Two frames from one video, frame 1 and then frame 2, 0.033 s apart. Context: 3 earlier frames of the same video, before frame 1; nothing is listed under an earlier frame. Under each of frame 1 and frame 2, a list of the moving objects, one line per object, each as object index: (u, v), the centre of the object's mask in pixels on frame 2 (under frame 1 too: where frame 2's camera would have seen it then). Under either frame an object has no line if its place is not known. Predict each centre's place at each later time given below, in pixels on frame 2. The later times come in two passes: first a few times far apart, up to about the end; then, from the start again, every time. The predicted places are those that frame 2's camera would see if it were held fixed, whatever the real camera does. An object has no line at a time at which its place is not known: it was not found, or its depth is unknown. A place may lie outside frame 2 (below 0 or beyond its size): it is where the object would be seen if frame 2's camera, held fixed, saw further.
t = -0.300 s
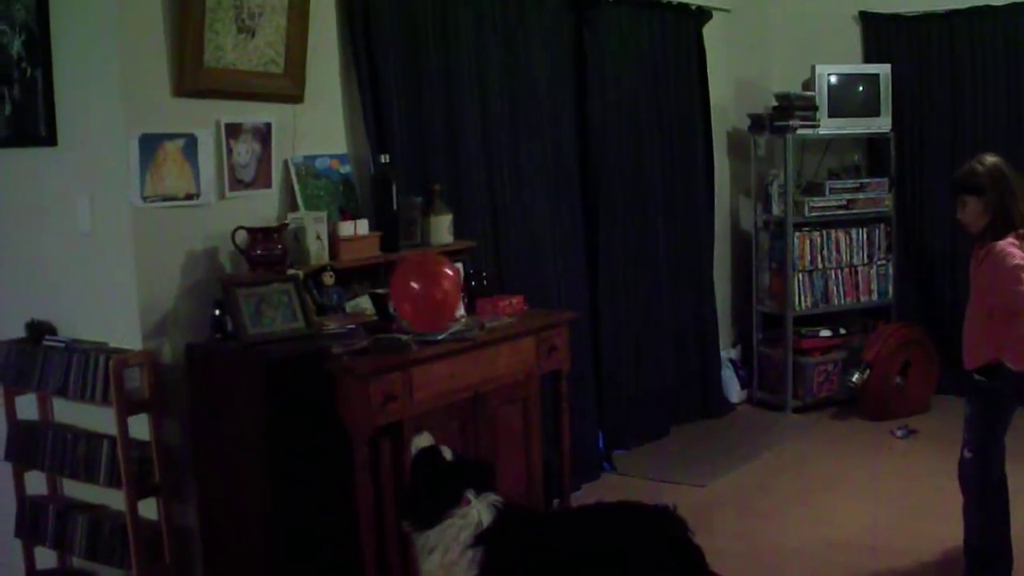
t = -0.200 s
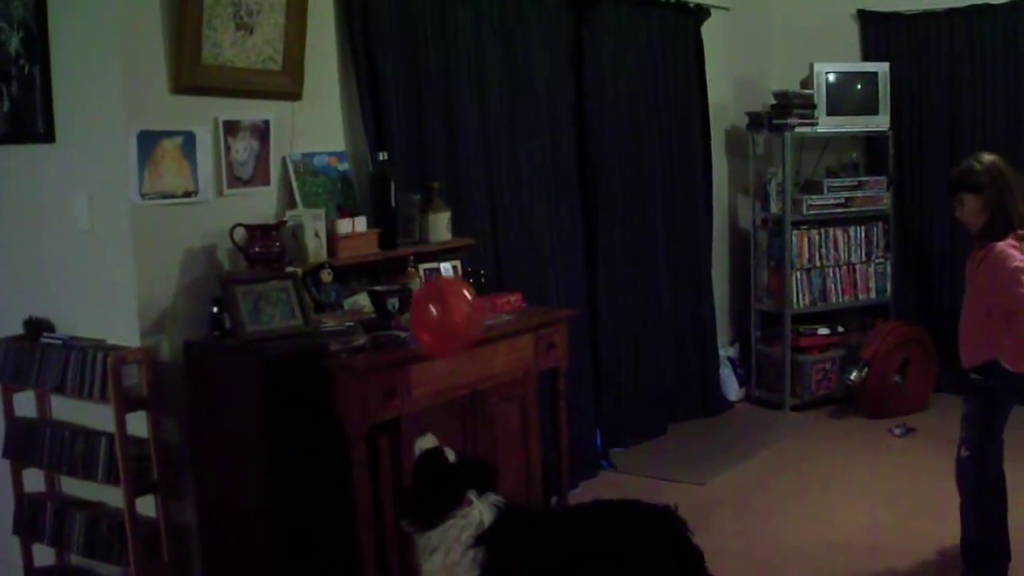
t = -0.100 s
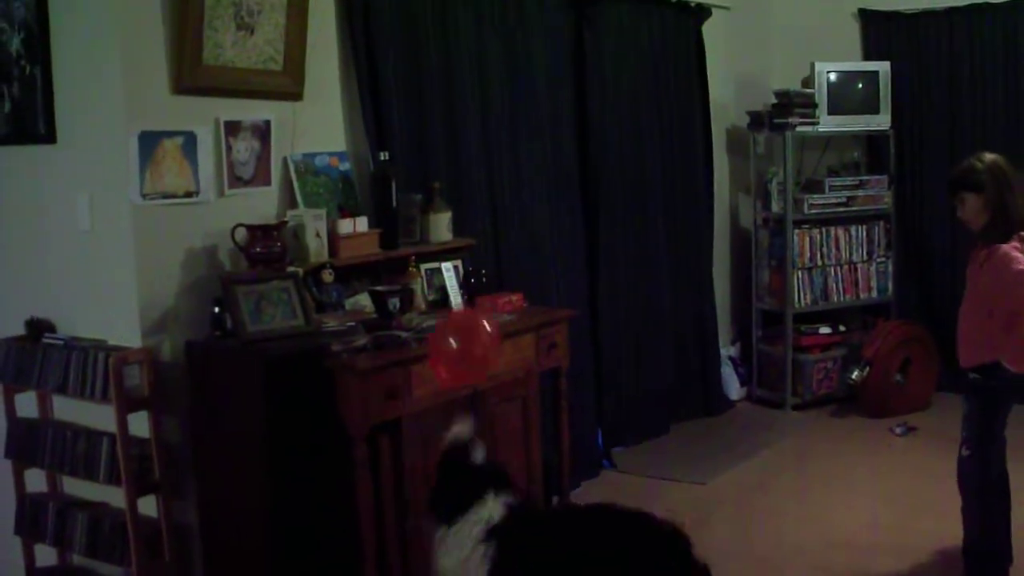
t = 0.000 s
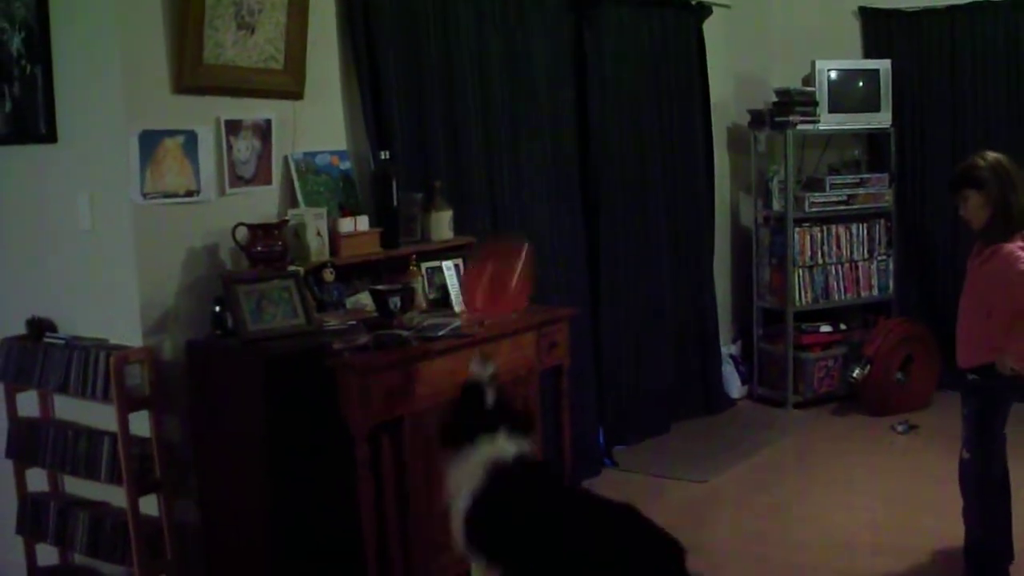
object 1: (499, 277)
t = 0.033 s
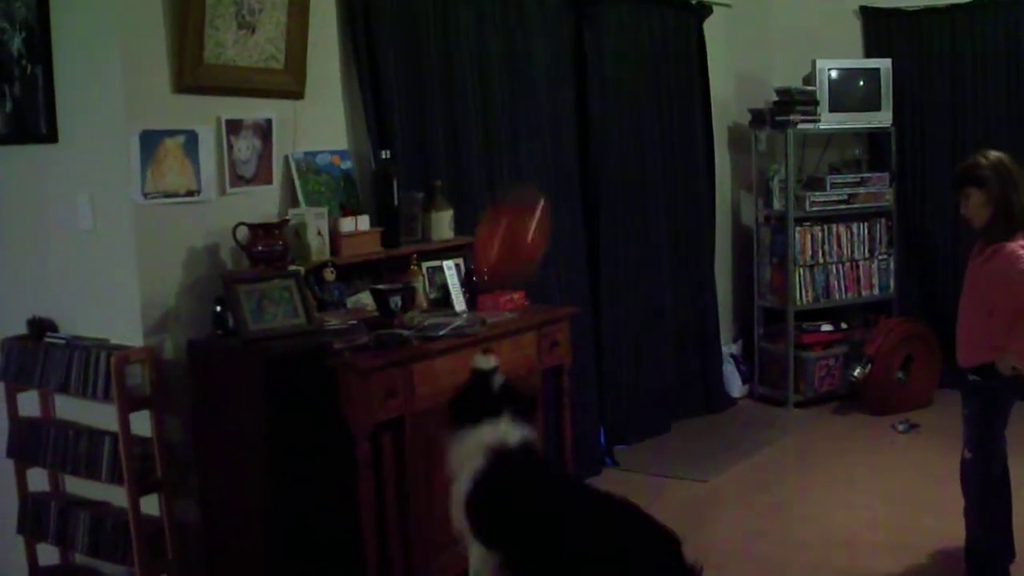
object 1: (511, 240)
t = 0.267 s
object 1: (568, 55)
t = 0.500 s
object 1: (574, 19)
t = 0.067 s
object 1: (524, 196)
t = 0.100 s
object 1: (536, 162)
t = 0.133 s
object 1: (547, 132)
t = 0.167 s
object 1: (555, 109)
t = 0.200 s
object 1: (562, 87)
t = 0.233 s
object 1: (566, 70)
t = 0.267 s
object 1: (568, 55)
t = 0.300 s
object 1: (569, 41)
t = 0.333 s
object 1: (570, 28)
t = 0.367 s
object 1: (571, 21)
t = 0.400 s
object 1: (572, 17)
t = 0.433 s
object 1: (573, 16)
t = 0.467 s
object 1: (573, 16)
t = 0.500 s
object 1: (574, 19)
